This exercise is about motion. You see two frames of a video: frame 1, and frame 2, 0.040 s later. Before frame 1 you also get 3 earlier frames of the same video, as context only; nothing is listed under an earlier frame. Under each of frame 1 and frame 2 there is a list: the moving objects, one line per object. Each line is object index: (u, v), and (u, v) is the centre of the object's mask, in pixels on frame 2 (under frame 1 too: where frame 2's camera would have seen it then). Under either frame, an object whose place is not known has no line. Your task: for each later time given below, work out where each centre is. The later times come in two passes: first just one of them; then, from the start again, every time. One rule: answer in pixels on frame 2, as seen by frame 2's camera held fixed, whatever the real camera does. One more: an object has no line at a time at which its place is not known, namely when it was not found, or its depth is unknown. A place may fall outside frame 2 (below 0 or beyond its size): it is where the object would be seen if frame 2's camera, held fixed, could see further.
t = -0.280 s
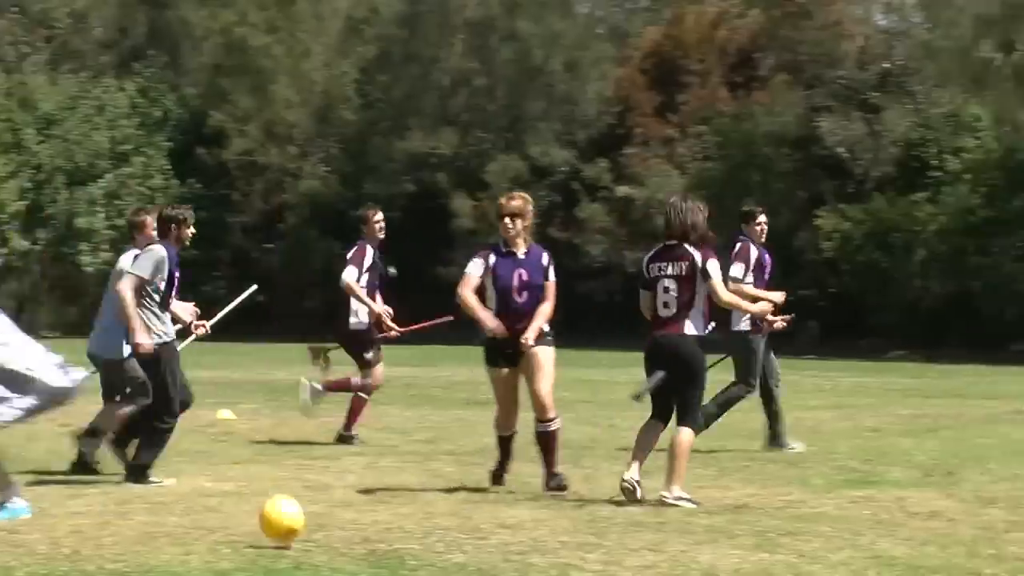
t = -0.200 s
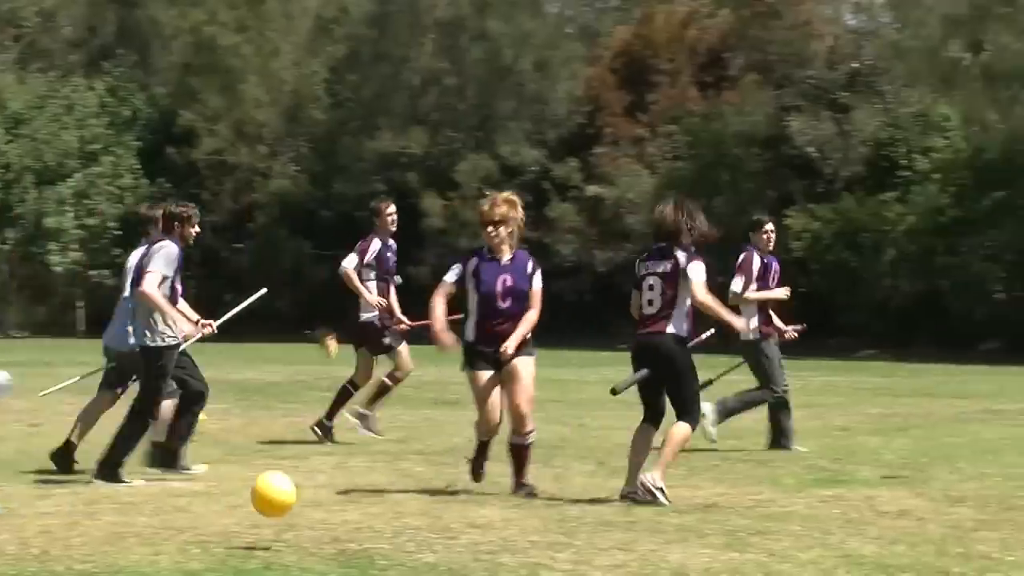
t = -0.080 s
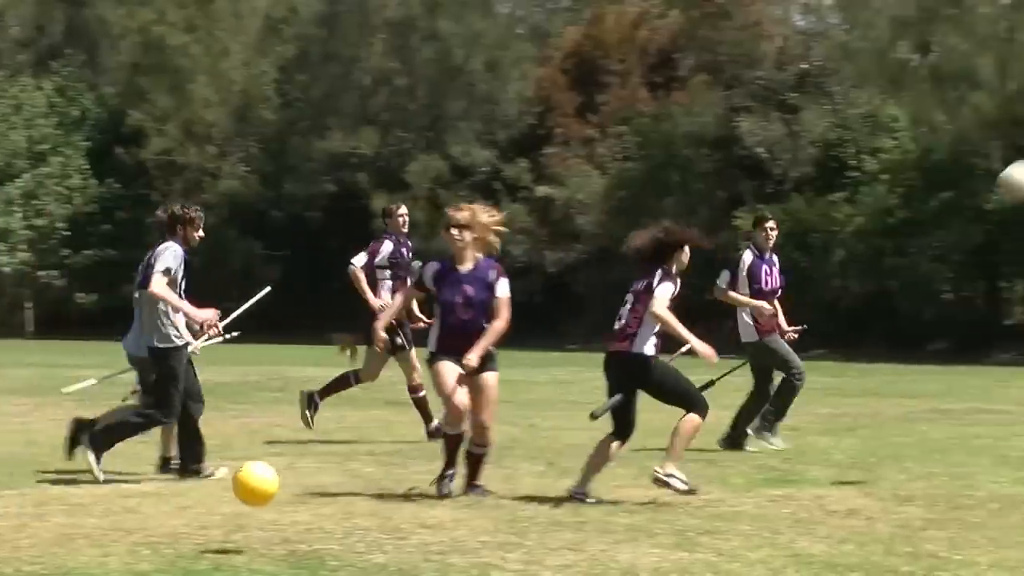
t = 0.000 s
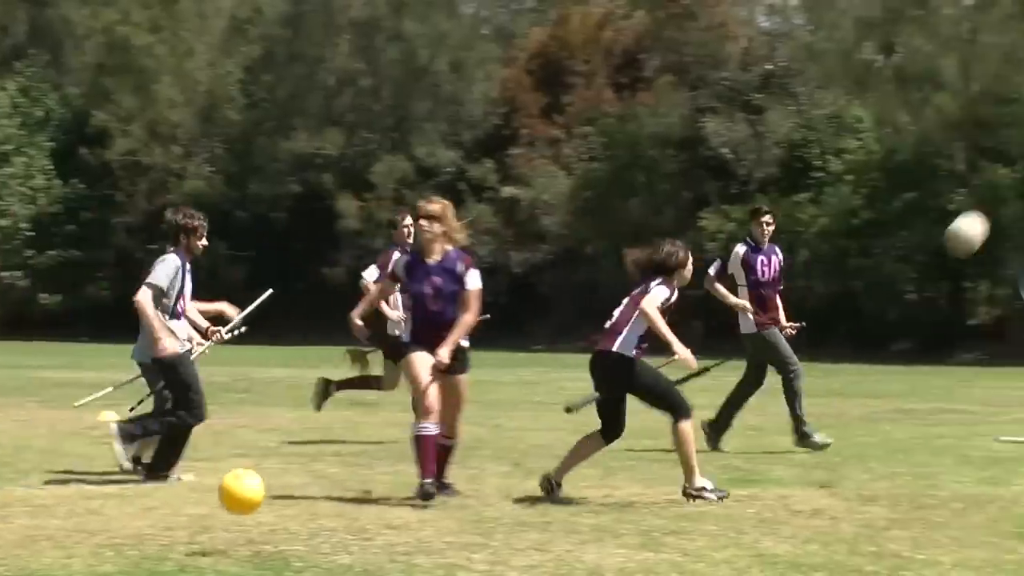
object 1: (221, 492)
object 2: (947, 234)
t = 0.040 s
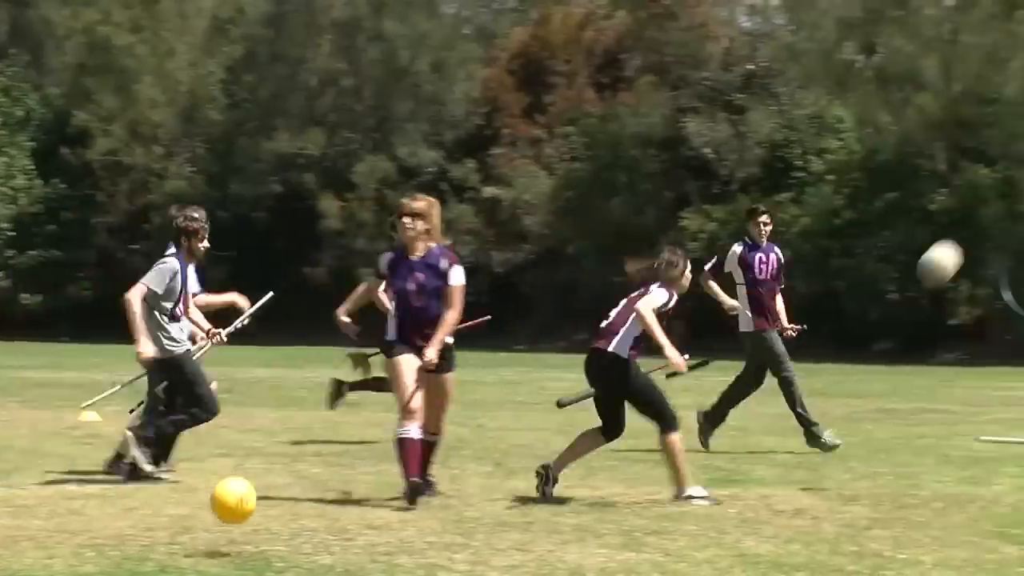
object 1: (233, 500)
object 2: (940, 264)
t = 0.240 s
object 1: (291, 514)
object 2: (909, 458)
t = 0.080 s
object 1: (245, 512)
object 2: (932, 297)
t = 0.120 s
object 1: (258, 528)
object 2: (925, 333)
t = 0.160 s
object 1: (269, 535)
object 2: (922, 366)
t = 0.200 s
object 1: (281, 524)
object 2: (915, 413)
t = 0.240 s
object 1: (291, 514)
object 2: (909, 458)
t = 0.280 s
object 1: (302, 508)
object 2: (901, 489)
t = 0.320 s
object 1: (312, 506)
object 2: (890, 464)
